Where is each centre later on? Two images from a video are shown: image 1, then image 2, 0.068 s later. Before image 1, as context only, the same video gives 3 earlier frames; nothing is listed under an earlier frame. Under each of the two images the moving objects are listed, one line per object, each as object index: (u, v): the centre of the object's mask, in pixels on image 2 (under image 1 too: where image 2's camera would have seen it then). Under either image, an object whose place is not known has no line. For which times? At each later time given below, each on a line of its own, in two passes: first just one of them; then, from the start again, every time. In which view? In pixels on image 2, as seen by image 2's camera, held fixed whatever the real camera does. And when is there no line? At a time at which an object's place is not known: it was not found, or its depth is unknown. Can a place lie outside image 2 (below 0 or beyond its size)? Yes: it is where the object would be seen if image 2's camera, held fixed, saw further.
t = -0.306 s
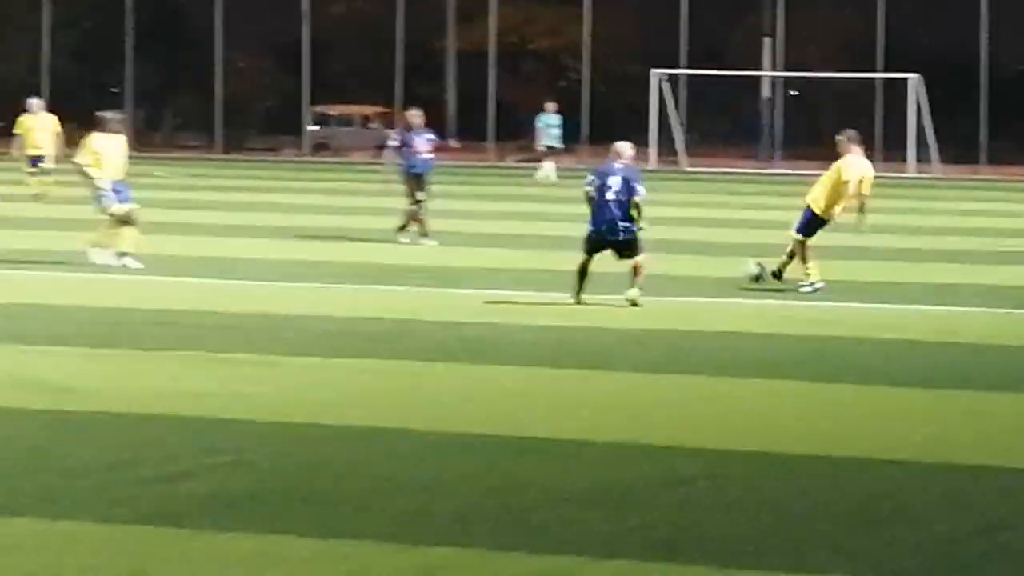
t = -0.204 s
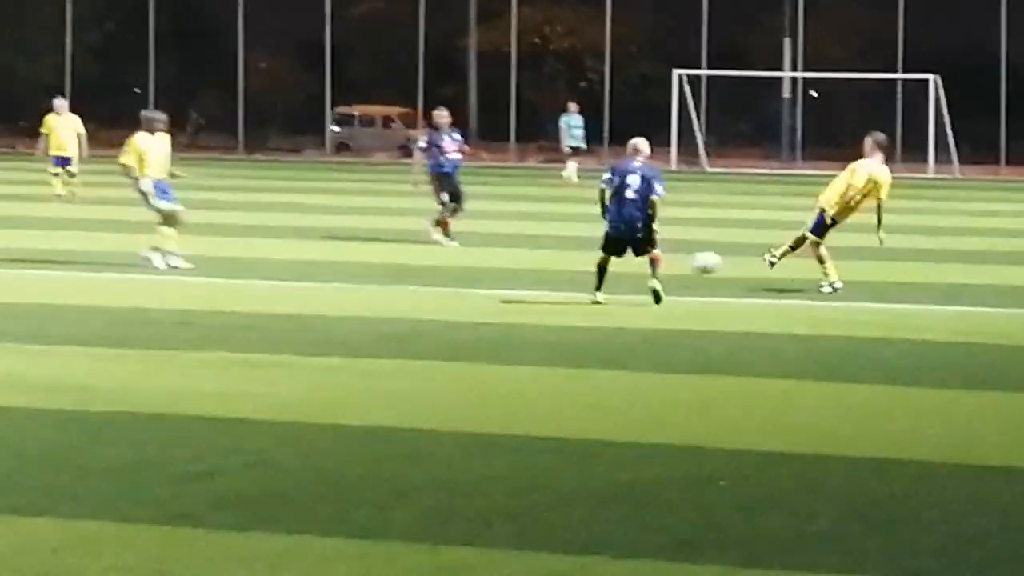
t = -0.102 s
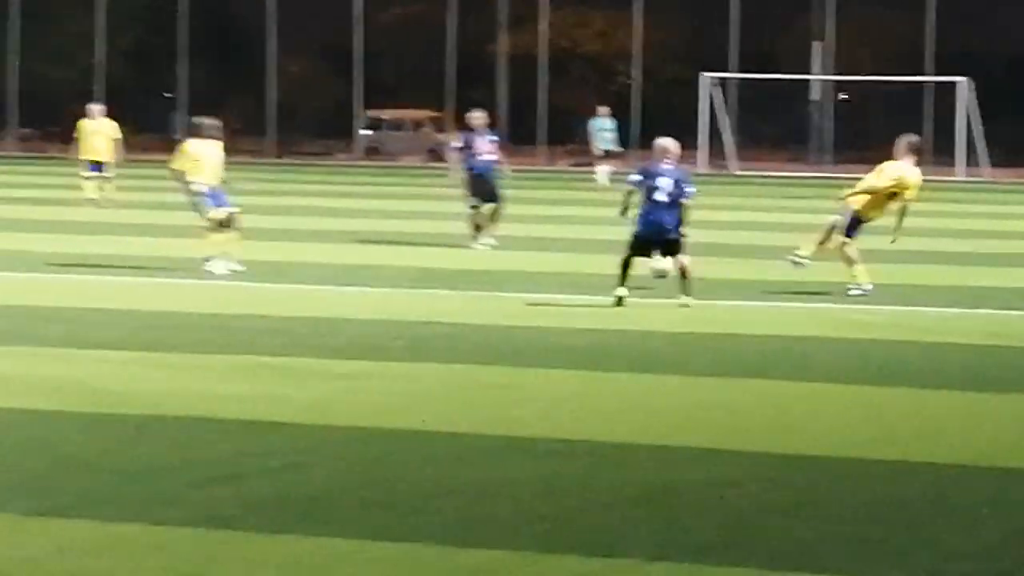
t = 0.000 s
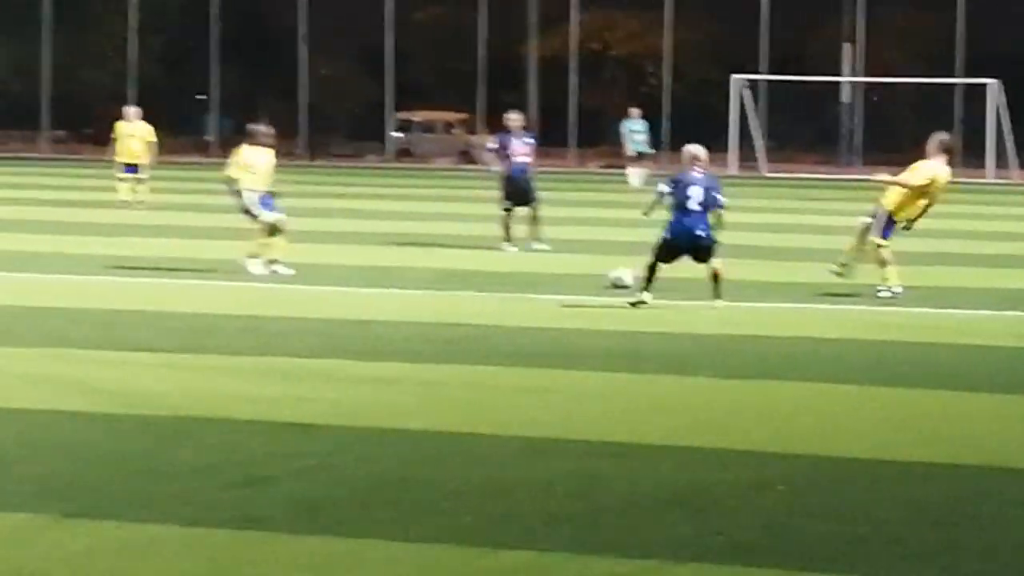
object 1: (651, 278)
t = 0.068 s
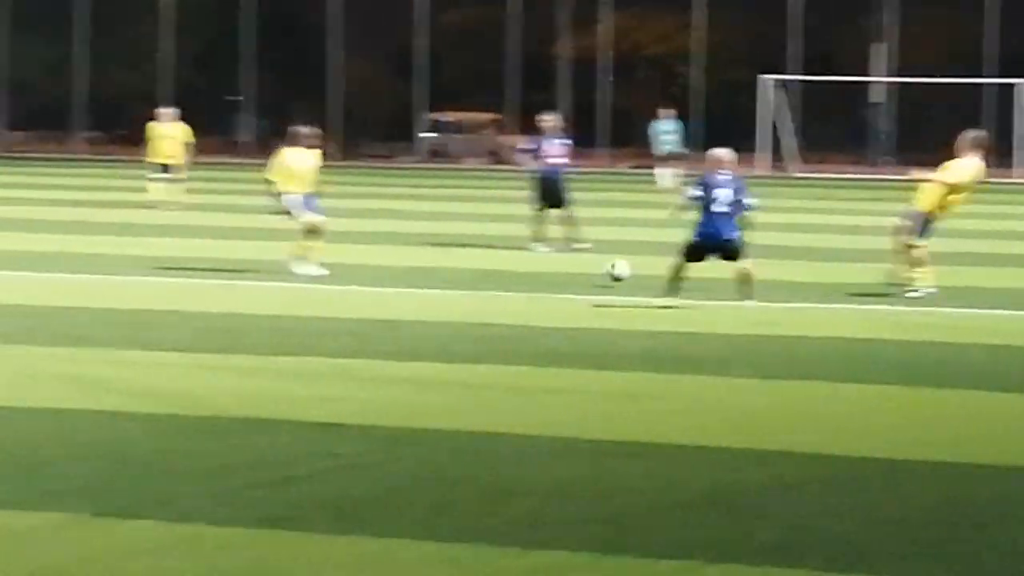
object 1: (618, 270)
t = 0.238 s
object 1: (536, 269)
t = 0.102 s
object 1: (601, 268)
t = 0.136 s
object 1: (585, 267)
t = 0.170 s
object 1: (569, 267)
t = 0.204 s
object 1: (552, 268)
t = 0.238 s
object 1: (536, 269)
